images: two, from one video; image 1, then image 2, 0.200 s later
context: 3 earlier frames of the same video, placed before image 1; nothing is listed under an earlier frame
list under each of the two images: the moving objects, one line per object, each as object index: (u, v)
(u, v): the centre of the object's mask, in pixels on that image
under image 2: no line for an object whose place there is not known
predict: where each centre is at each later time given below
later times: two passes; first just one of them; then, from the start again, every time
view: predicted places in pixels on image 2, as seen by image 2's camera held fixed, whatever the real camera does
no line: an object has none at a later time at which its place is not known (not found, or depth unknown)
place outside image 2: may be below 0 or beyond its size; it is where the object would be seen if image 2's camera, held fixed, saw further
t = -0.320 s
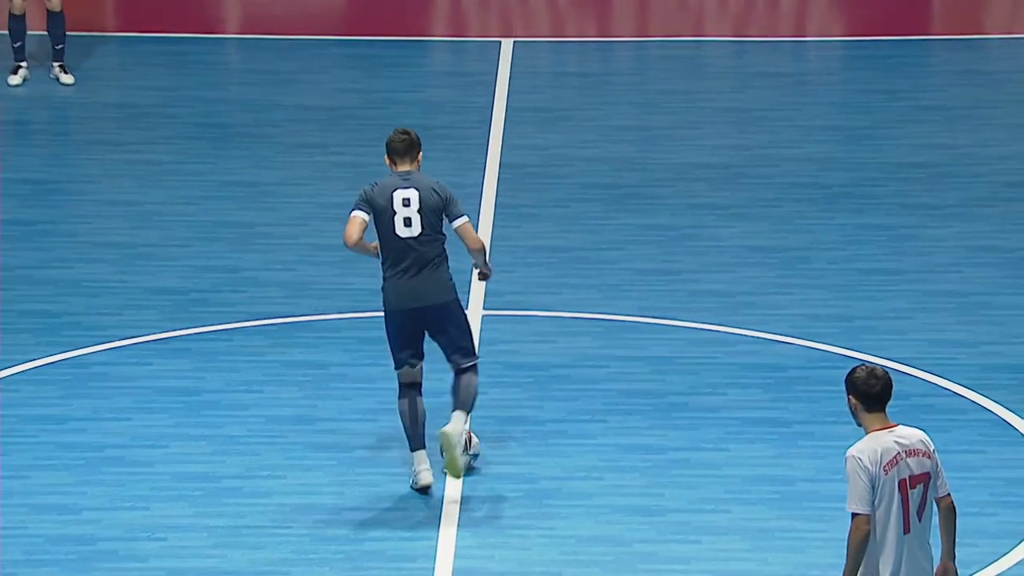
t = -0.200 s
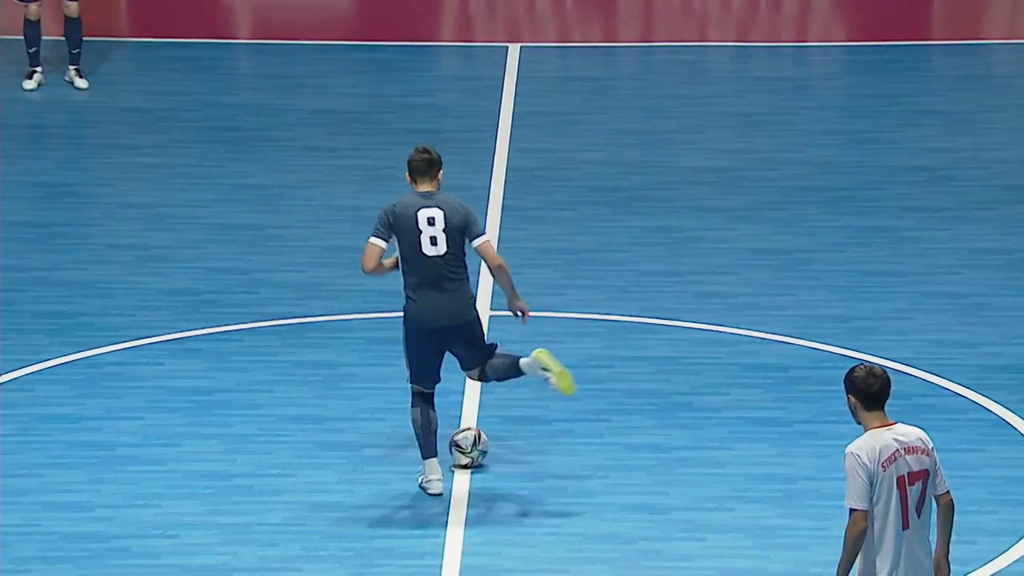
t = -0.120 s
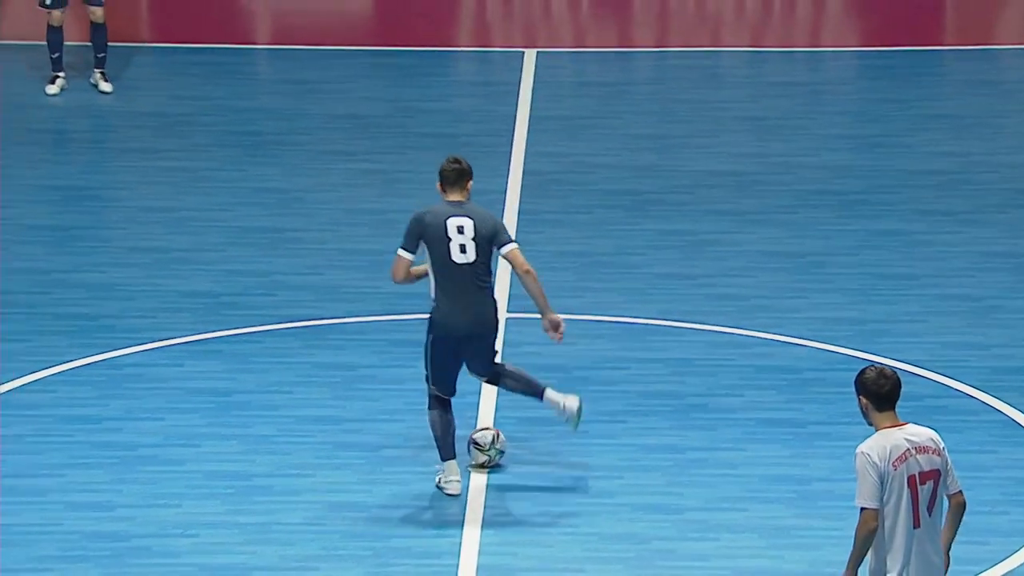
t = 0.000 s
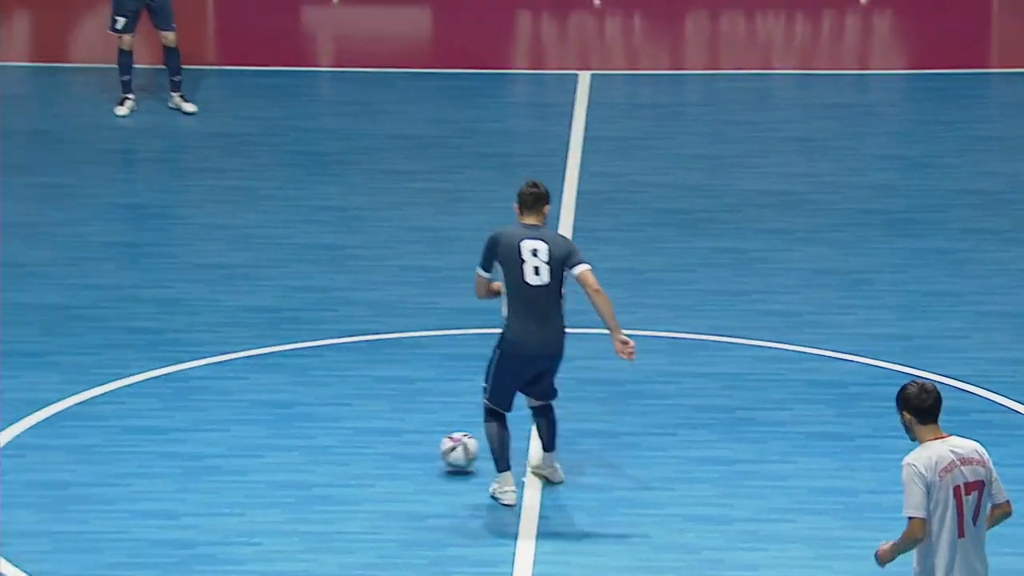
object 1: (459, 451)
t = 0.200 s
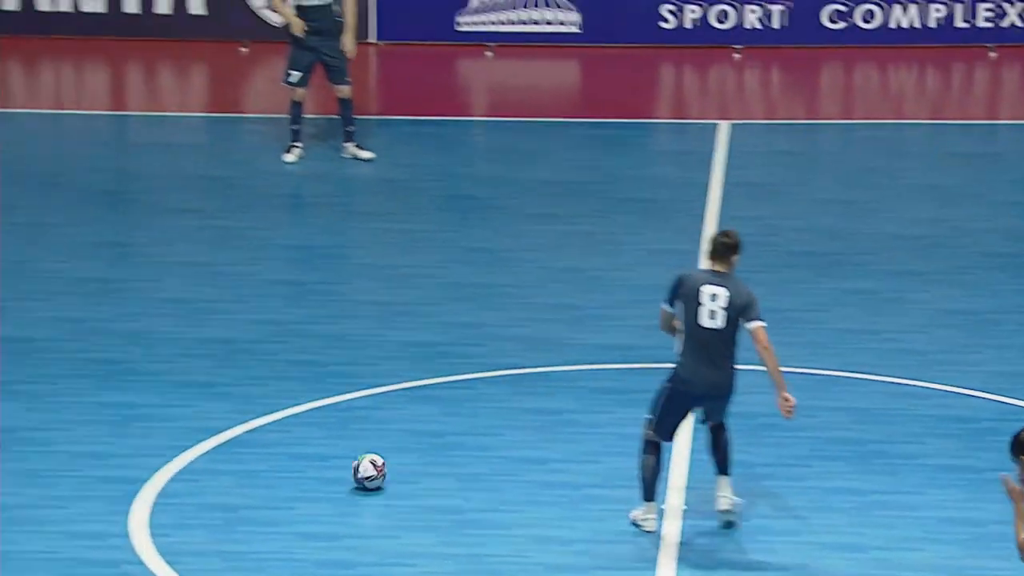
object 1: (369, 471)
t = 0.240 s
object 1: (328, 471)
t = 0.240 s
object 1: (328, 471)
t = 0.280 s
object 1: (288, 469)
